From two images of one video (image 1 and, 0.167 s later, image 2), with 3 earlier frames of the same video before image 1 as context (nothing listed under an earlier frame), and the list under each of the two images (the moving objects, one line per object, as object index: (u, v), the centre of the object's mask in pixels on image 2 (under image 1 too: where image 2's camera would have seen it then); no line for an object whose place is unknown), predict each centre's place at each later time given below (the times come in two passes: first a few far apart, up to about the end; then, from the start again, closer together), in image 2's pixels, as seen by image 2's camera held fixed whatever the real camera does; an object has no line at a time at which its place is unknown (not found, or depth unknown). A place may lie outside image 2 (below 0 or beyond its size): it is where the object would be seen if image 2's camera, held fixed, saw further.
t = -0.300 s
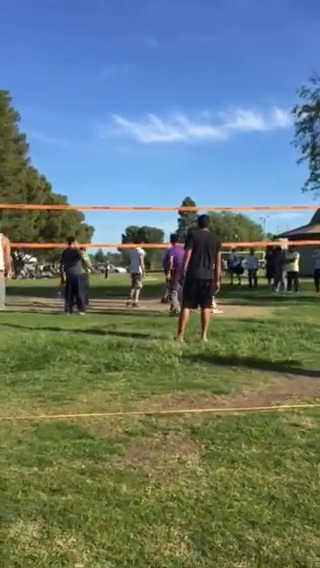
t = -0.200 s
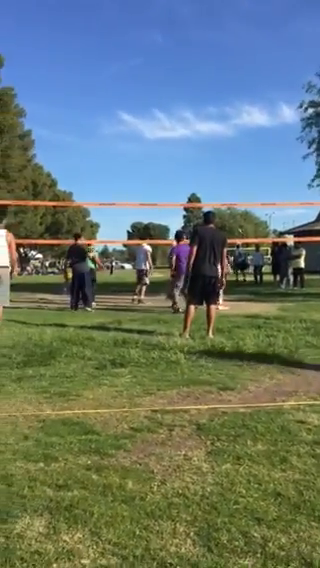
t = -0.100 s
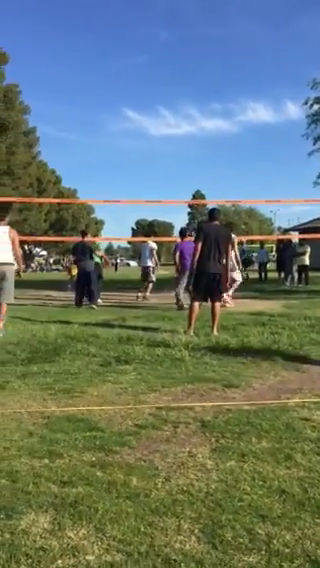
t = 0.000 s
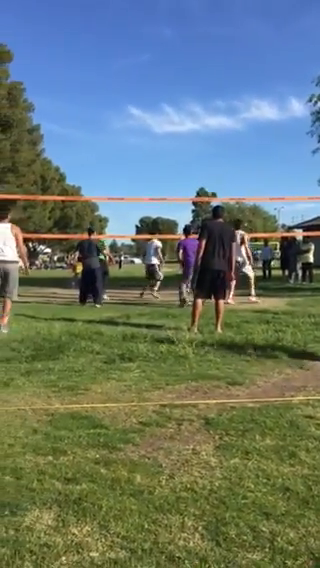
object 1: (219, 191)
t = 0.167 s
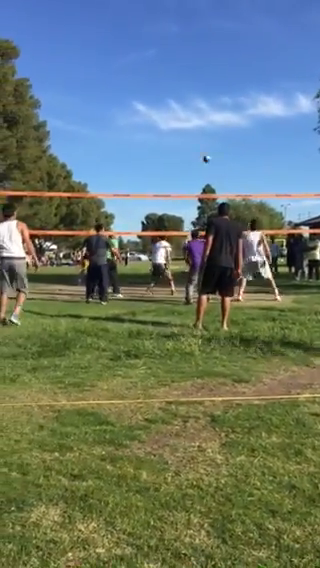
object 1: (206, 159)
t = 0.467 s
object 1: (177, 117)
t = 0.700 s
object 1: (152, 106)
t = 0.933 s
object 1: (123, 115)
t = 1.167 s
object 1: (94, 147)
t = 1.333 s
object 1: (76, 184)
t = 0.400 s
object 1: (184, 124)
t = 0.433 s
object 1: (181, 120)
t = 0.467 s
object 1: (177, 117)
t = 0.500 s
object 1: (174, 114)
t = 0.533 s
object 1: (170, 112)
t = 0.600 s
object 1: (163, 107)
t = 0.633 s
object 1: (159, 107)
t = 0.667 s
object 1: (156, 106)
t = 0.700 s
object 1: (152, 106)
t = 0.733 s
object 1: (148, 106)
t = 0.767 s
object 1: (144, 106)
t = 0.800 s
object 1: (140, 106)
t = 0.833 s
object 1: (136, 108)
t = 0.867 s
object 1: (132, 111)
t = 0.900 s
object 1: (128, 112)
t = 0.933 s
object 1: (123, 115)
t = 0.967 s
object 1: (119, 118)
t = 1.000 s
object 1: (115, 121)
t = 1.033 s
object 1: (111, 125)
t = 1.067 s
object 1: (107, 130)
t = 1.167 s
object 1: (94, 147)
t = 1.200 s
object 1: (90, 153)
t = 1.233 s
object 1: (86, 160)
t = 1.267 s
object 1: (82, 167)
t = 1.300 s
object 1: (77, 176)
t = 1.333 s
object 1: (76, 184)
